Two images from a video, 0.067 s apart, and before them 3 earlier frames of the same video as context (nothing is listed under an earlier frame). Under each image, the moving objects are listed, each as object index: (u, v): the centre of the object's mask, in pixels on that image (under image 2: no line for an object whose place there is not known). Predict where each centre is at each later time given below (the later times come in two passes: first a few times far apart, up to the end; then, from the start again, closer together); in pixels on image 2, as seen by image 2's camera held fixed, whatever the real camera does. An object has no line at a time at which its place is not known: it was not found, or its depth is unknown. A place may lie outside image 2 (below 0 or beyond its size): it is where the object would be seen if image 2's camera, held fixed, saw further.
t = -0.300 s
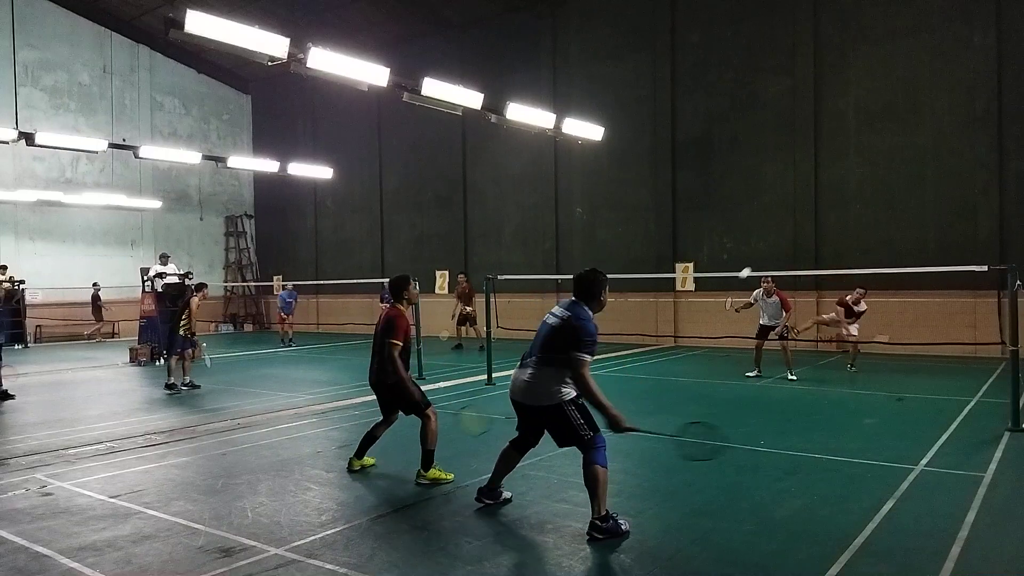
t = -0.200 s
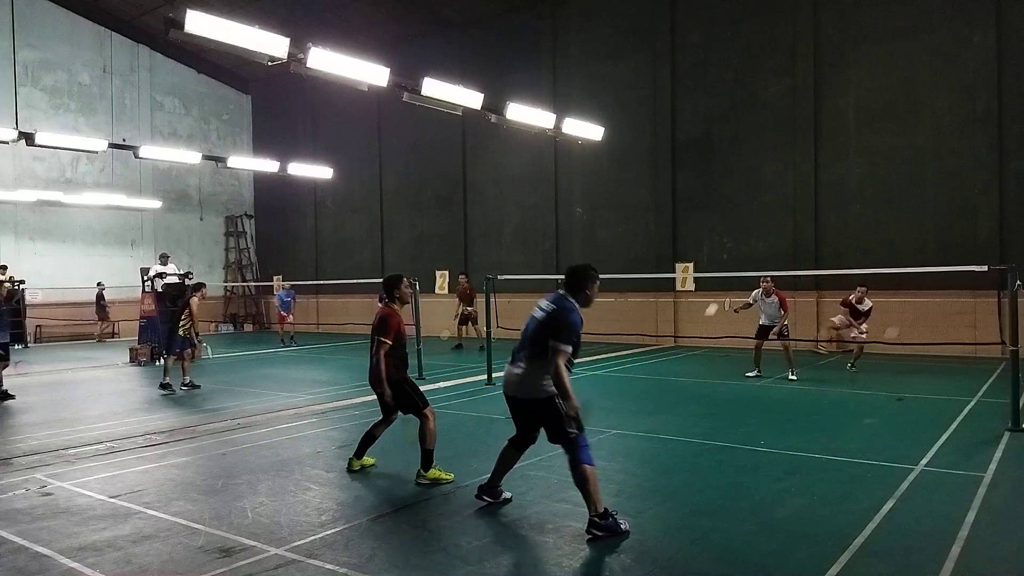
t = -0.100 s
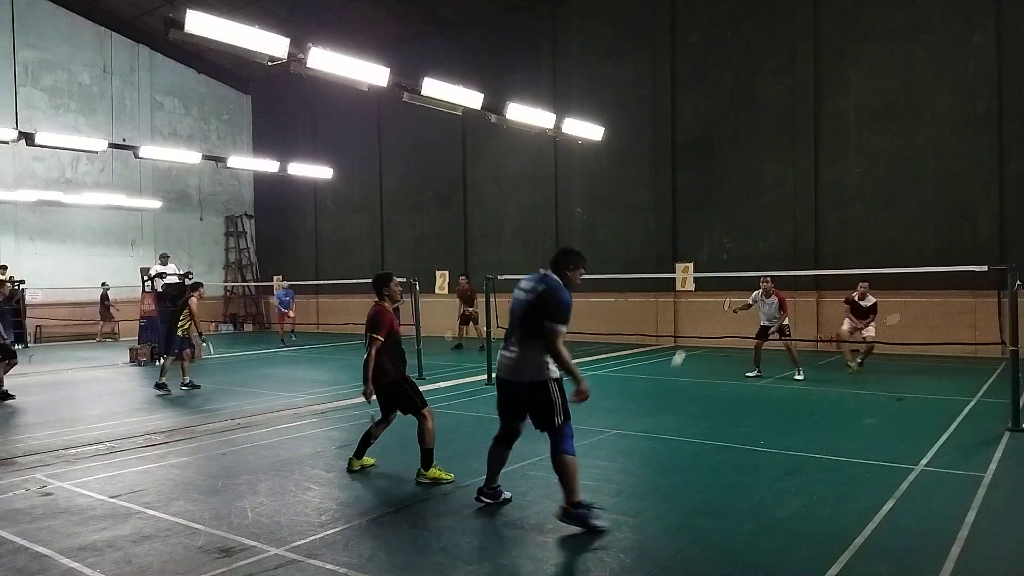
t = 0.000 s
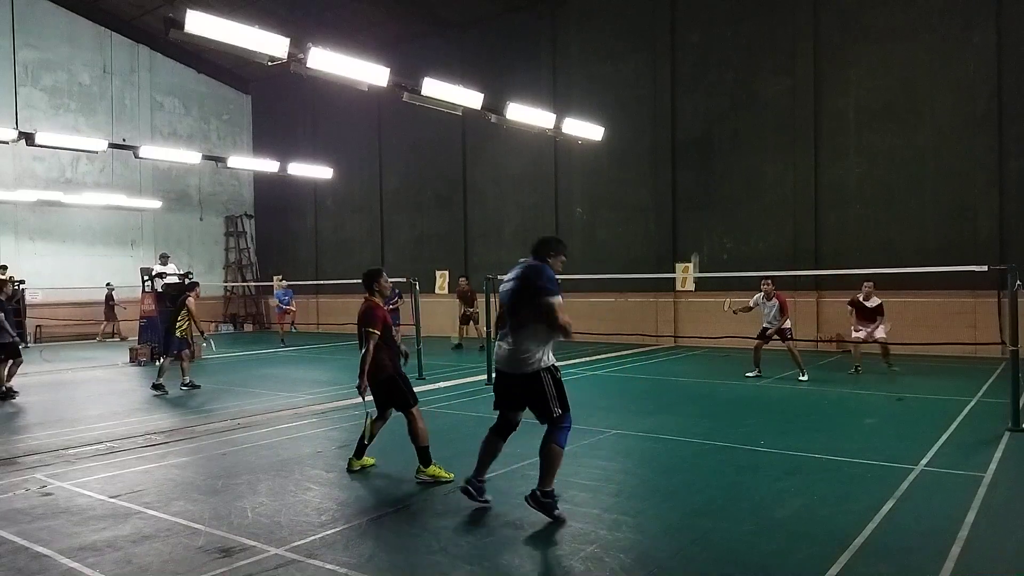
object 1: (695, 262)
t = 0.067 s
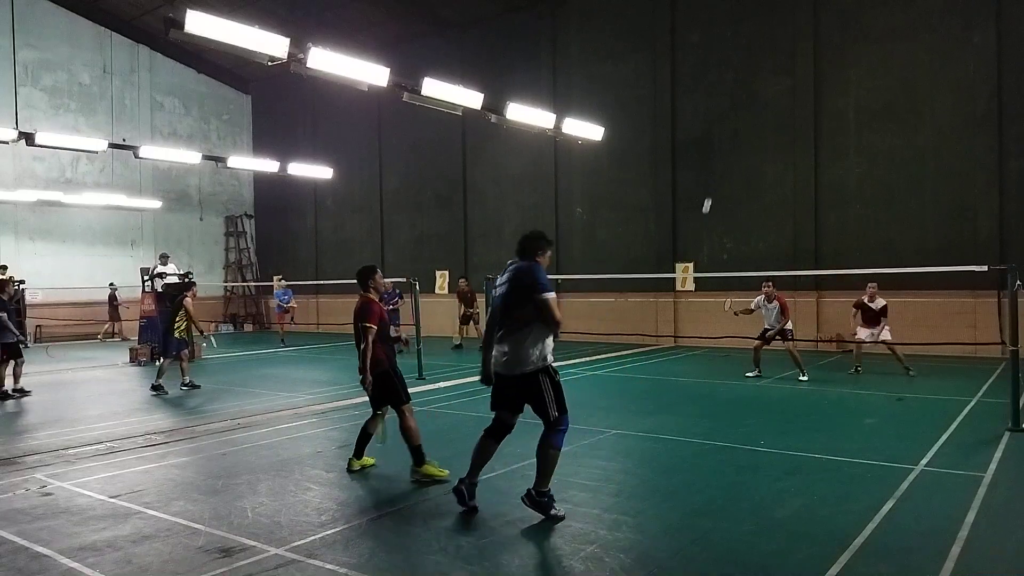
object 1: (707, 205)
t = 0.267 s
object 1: (723, 148)
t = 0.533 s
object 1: (733, 151)
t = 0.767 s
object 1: (741, 181)
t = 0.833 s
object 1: (743, 193)
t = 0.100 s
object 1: (711, 188)
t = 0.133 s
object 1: (713, 175)
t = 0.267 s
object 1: (723, 148)
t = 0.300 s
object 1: (725, 146)
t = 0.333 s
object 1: (726, 145)
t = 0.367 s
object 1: (728, 144)
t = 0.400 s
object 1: (729, 144)
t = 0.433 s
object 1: (730, 145)
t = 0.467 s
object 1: (731, 147)
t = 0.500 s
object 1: (732, 148)
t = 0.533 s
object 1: (733, 151)
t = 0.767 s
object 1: (741, 181)
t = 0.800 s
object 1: (742, 187)
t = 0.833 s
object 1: (743, 193)
